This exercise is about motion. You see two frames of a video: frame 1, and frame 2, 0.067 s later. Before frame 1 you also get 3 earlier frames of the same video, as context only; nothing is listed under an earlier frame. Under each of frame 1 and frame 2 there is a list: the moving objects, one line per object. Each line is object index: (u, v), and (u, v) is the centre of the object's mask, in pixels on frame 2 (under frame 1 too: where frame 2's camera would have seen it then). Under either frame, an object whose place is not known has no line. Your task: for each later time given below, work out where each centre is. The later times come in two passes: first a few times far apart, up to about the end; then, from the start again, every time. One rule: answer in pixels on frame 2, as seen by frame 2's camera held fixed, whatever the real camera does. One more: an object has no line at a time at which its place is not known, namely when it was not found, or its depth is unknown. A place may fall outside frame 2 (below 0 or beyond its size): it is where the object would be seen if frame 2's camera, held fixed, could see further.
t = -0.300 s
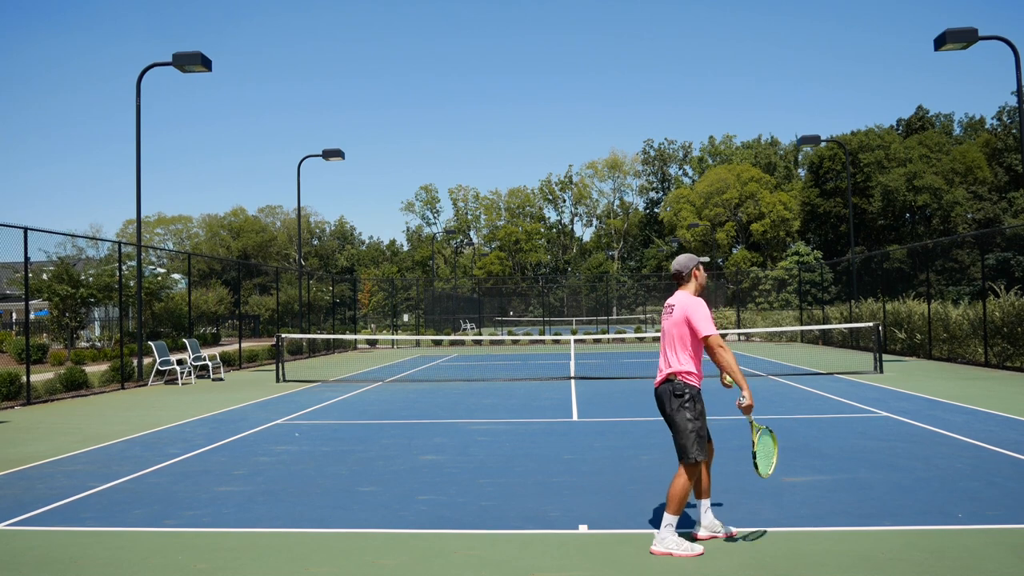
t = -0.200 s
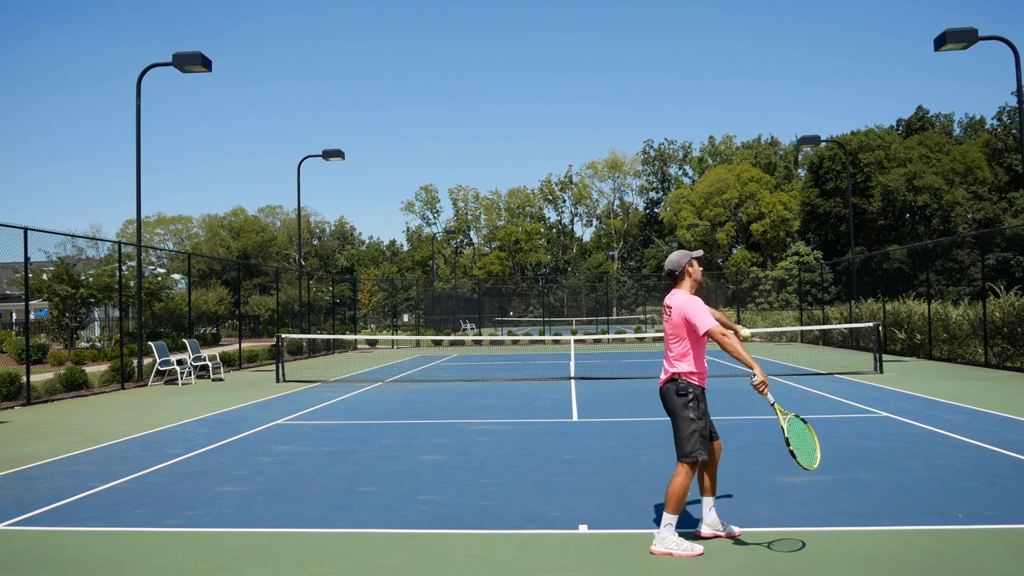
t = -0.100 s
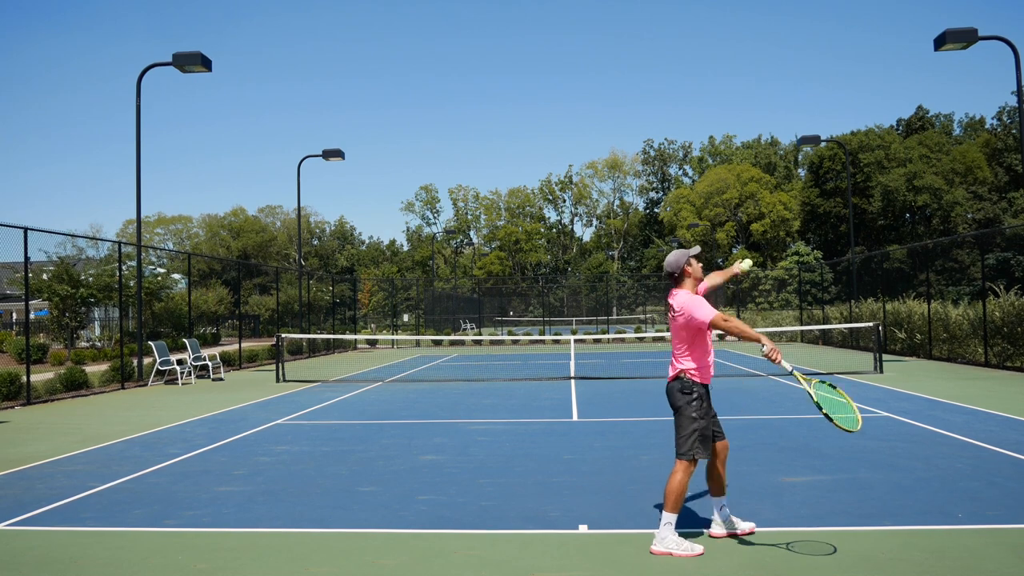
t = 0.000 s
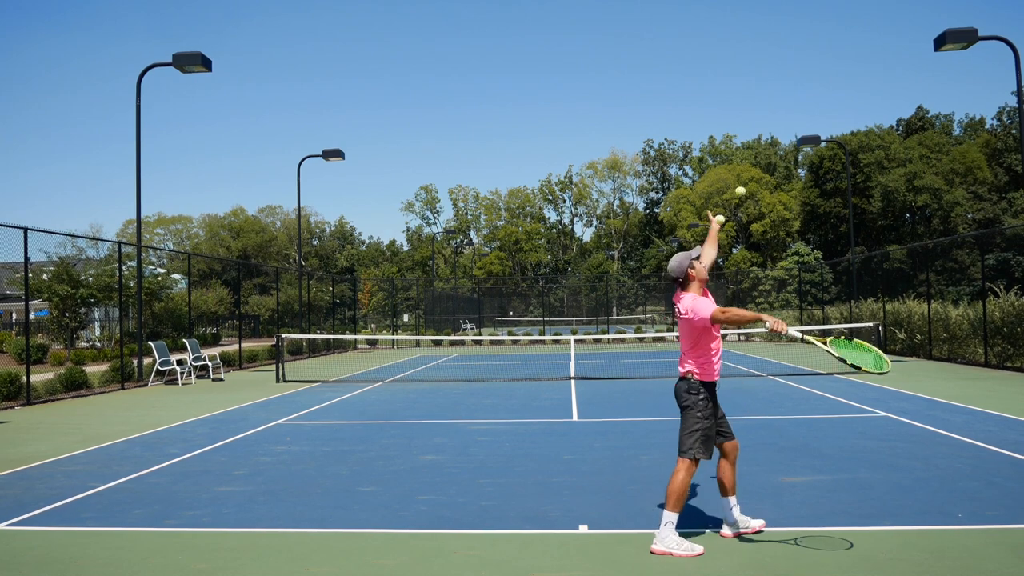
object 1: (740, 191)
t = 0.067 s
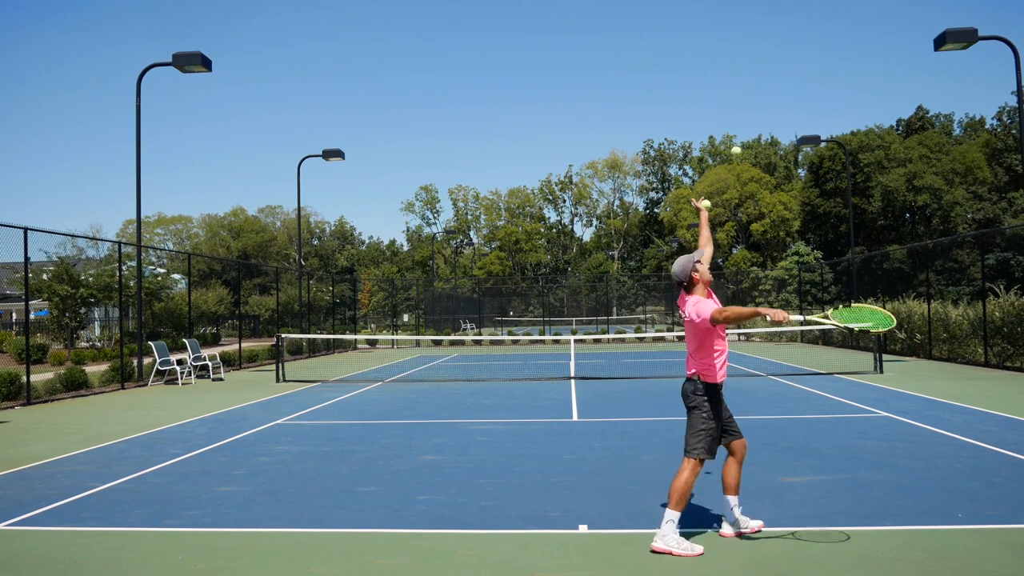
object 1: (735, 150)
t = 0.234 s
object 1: (727, 78)
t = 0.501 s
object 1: (717, 41)
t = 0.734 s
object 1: (712, 87)
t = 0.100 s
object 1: (733, 133)
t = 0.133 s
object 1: (732, 117)
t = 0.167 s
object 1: (730, 102)
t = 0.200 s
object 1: (728, 89)
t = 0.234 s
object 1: (727, 78)
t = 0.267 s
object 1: (725, 68)
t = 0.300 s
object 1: (724, 60)
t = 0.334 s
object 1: (722, 53)
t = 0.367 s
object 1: (721, 47)
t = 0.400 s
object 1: (720, 43)
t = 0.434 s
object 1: (718, 41)
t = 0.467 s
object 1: (717, 40)
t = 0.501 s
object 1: (717, 41)
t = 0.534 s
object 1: (716, 43)
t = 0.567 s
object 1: (715, 46)
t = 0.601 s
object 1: (714, 52)
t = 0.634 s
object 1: (713, 58)
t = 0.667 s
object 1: (713, 66)
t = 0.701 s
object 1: (712, 76)
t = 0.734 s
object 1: (712, 87)
